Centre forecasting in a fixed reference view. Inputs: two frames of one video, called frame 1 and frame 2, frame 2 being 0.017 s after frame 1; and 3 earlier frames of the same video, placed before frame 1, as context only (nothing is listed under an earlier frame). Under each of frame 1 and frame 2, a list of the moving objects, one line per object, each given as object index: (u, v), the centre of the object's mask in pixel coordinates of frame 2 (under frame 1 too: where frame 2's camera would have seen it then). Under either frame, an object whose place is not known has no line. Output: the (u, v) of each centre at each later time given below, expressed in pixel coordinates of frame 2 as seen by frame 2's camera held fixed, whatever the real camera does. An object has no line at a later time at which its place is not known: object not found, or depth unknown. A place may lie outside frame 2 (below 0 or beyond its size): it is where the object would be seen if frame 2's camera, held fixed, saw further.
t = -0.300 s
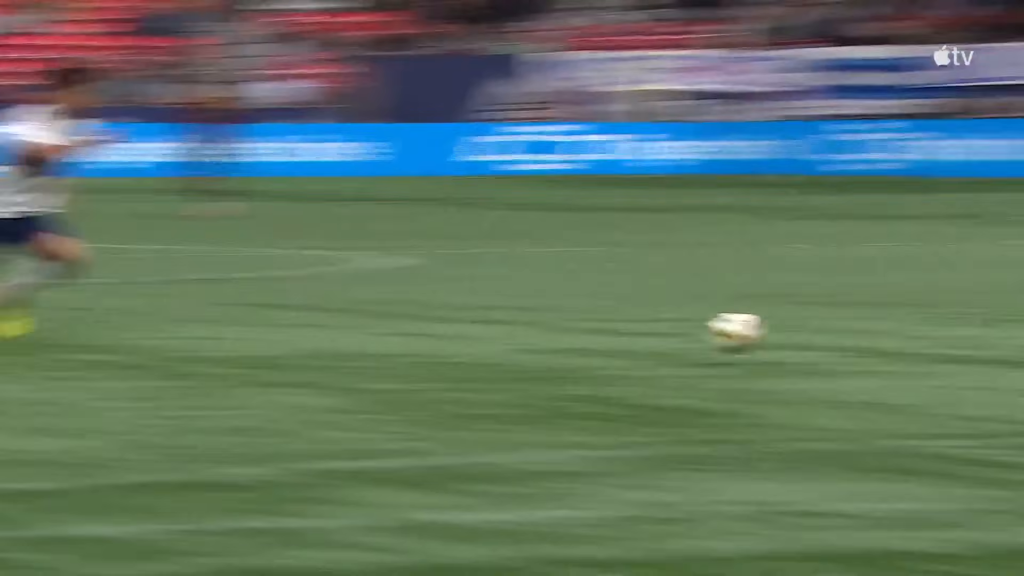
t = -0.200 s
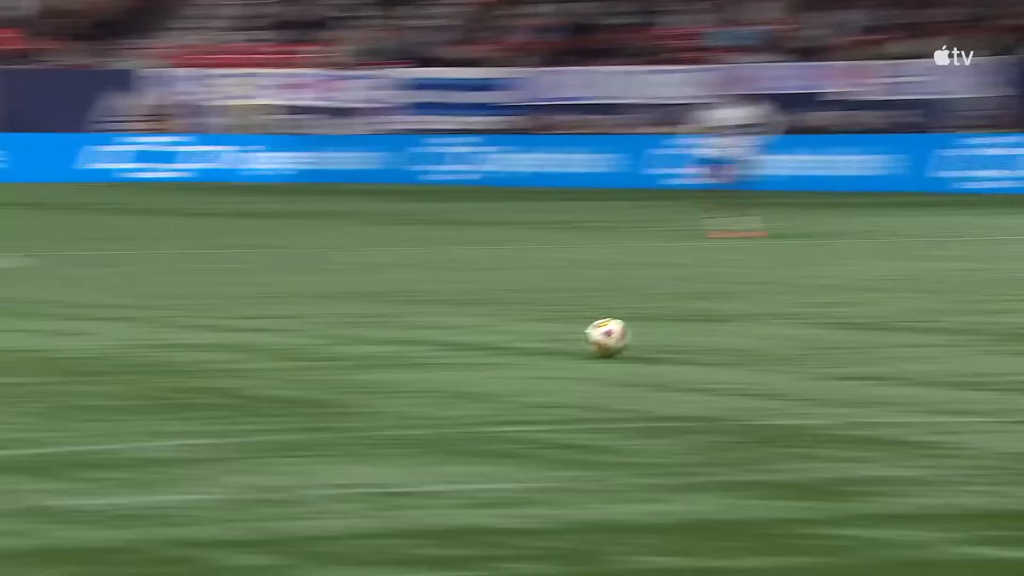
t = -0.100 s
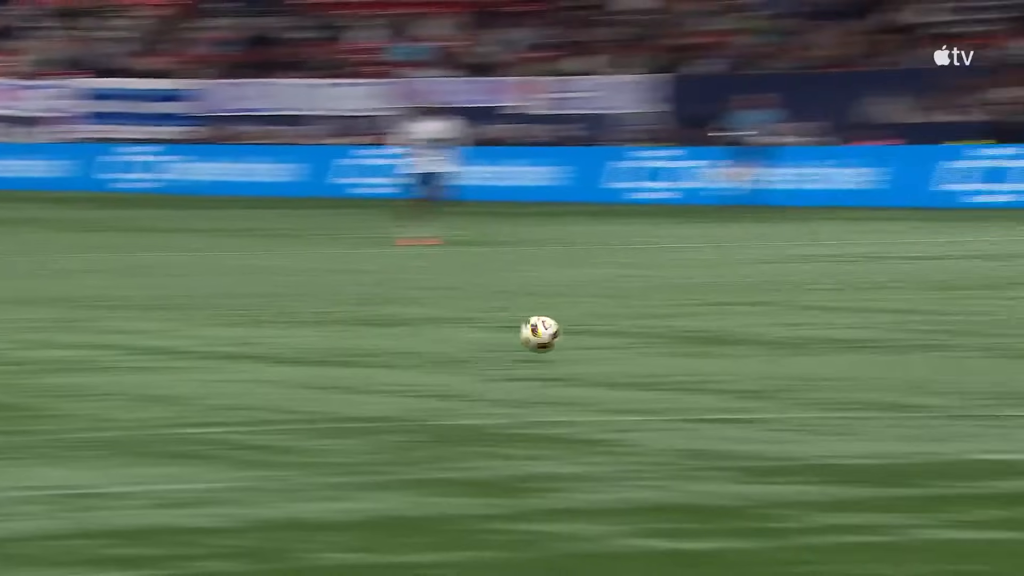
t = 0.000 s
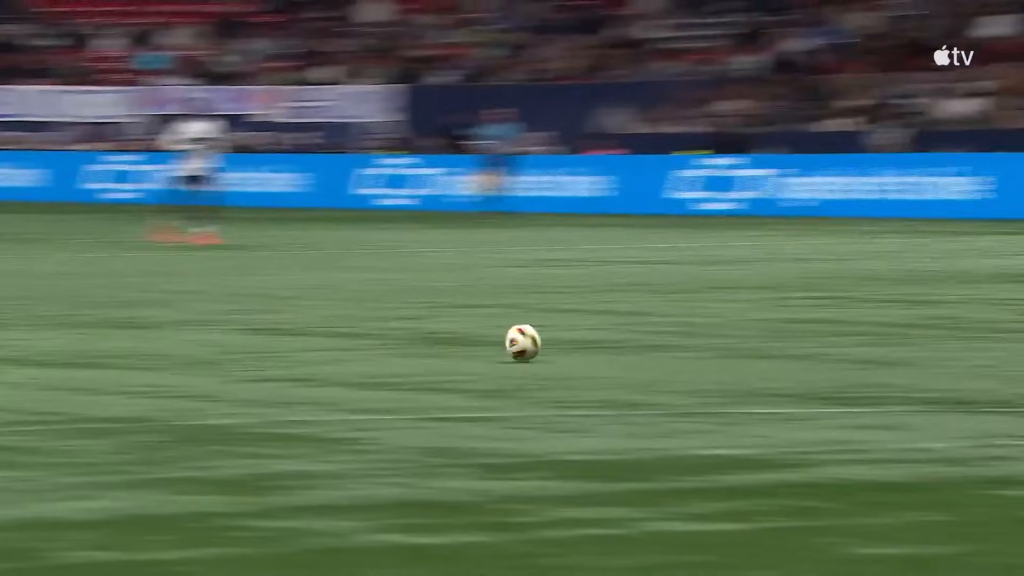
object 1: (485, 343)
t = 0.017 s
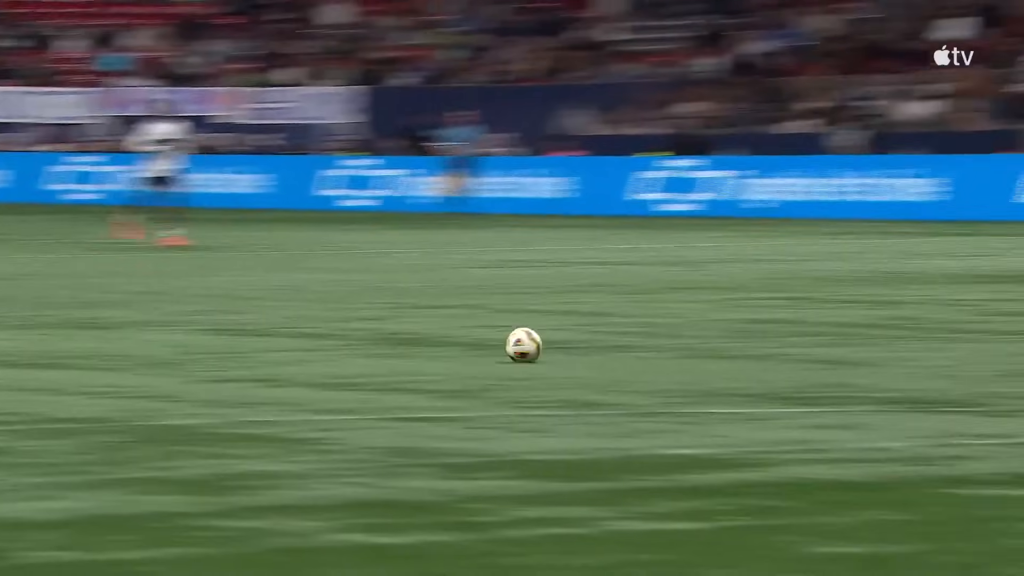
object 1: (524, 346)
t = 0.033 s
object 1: (561, 344)
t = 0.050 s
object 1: (598, 342)
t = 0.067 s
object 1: (634, 339)
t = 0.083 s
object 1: (671, 337)
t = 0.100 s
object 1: (706, 336)
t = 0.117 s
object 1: (744, 335)
